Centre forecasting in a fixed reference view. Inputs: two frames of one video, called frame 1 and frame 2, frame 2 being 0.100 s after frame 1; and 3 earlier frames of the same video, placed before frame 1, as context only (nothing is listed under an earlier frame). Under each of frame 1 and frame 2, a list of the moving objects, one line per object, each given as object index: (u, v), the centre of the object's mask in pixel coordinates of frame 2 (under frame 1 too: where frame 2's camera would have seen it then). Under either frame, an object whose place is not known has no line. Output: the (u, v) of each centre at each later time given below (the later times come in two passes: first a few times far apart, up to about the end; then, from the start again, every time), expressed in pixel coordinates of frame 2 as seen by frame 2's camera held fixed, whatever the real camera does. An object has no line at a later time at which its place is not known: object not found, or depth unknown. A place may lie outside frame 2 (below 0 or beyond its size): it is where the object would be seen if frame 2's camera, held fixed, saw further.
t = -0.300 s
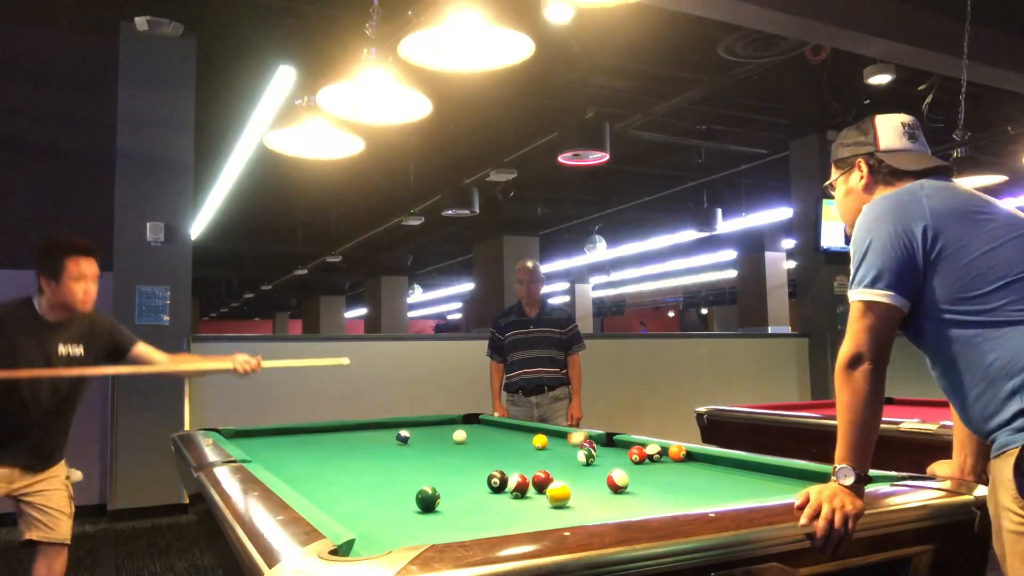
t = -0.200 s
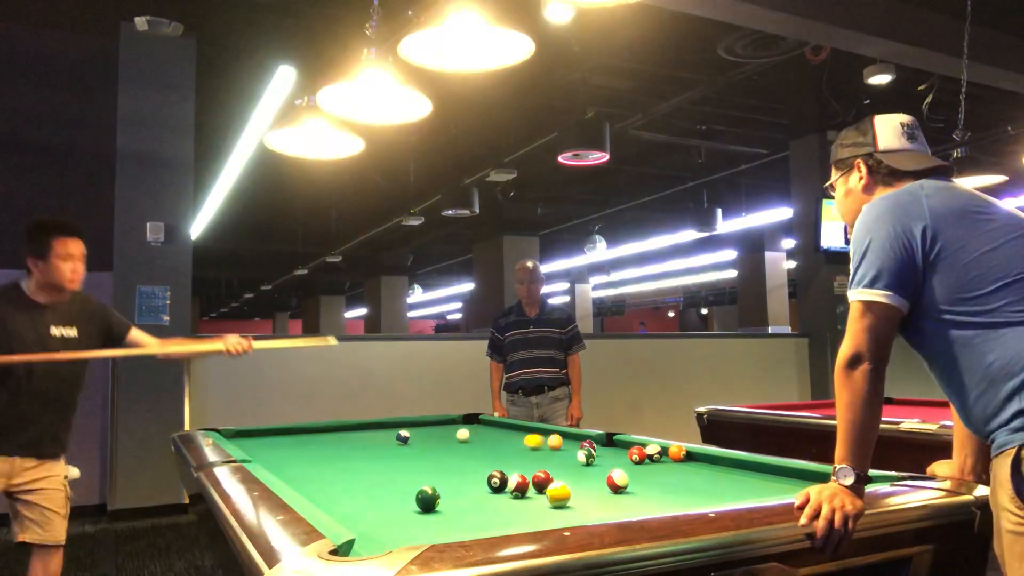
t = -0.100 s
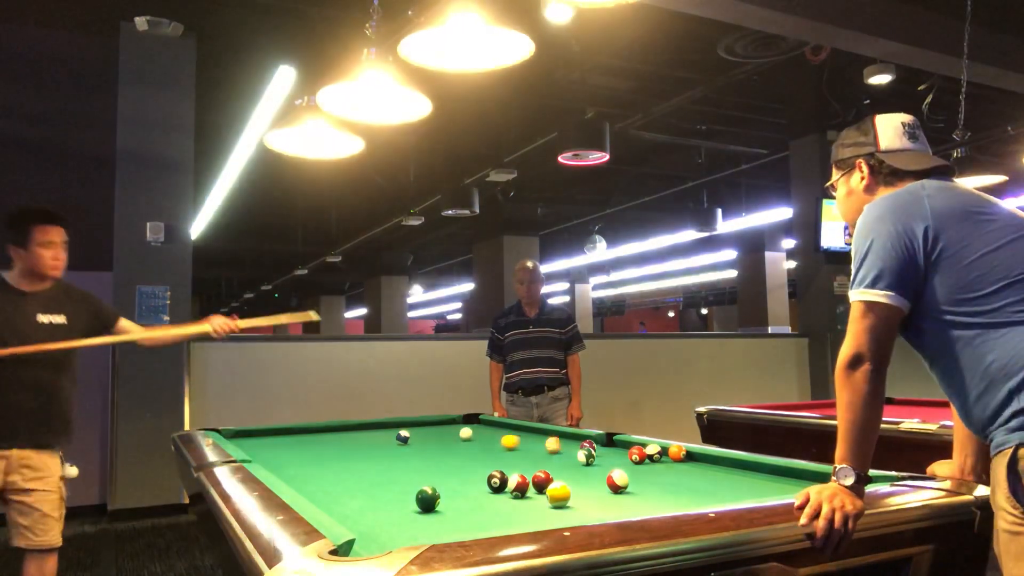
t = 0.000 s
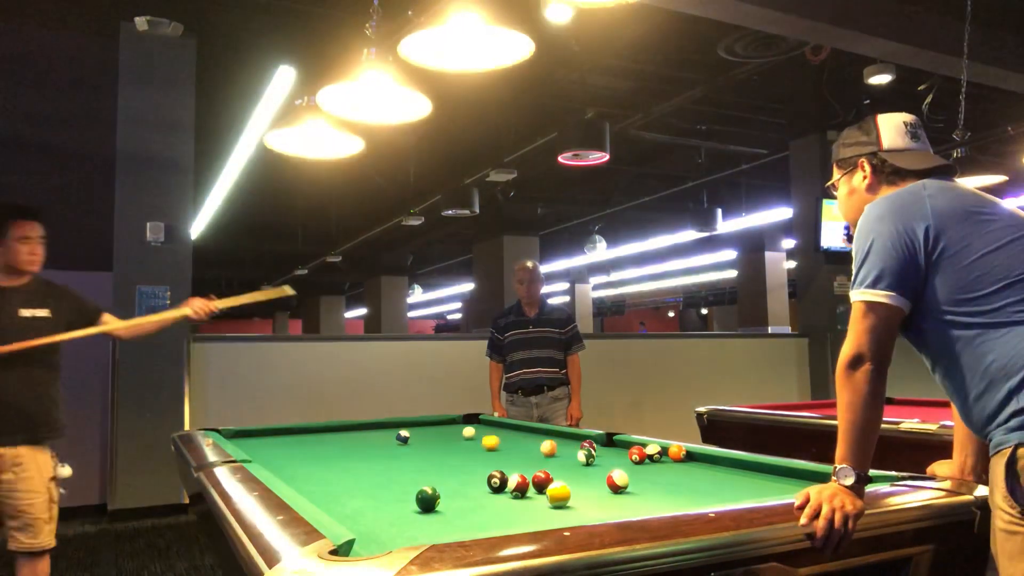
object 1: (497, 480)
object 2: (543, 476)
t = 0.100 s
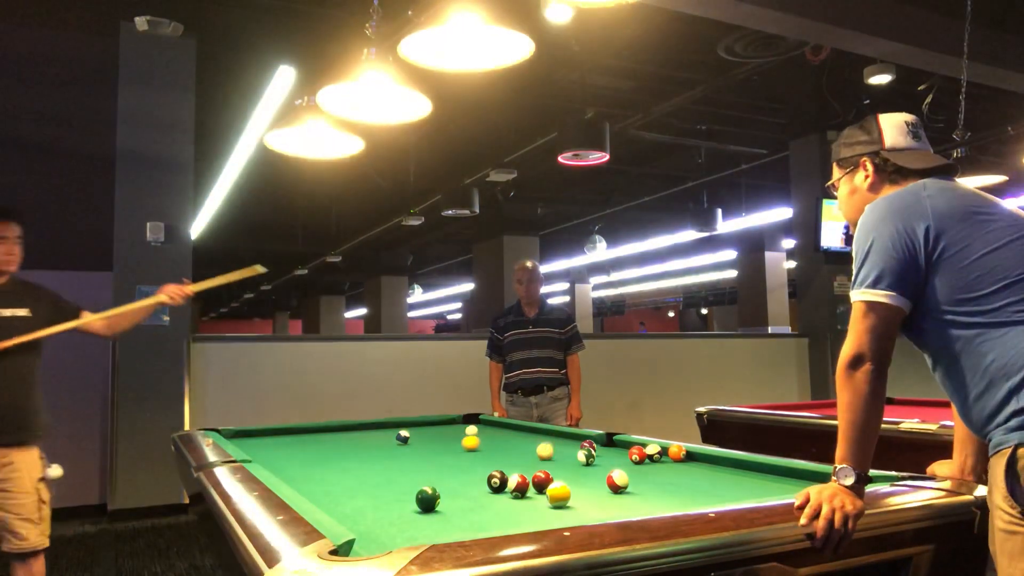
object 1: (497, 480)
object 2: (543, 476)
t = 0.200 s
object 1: (497, 480)
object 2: (543, 476)
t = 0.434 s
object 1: (497, 480)
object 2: (543, 476)
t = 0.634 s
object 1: (497, 480)
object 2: (543, 476)
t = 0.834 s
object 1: (489, 482)
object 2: (543, 476)
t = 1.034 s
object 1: (468, 488)
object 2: (553, 476)
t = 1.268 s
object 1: (445, 492)
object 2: (570, 480)
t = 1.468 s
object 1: (434, 493)
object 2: (580, 482)
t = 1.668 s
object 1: (425, 495)
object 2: (590, 483)
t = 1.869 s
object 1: (417, 496)
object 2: (598, 483)
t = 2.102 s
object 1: (412, 497)
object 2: (601, 483)
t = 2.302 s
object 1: (410, 497)
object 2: (603, 484)
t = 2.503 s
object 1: (410, 497)
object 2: (603, 484)
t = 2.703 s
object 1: (411, 497)
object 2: (603, 484)
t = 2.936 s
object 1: (411, 497)
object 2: (603, 484)
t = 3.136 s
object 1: (411, 497)
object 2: (603, 484)
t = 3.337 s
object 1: (411, 497)
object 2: (603, 484)
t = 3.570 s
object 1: (411, 497)
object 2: (603, 484)
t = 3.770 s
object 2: (603, 484)
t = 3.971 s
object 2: (603, 484)
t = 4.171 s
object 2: (603, 484)
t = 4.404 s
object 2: (603, 484)
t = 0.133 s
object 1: (497, 480)
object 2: (543, 476)
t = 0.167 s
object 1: (497, 480)
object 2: (543, 476)
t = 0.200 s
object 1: (497, 480)
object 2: (543, 476)
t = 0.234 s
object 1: (497, 480)
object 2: (543, 476)
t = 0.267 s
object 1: (497, 480)
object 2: (543, 476)
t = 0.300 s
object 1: (497, 480)
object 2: (543, 476)
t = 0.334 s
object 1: (497, 480)
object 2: (543, 476)
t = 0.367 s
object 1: (497, 480)
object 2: (543, 476)
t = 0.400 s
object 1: (497, 480)
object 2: (543, 476)
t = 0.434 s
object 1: (497, 480)
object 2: (543, 476)
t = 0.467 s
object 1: (497, 480)
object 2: (543, 476)
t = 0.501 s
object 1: (497, 480)
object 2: (543, 476)
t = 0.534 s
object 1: (497, 480)
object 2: (543, 476)
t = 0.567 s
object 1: (497, 480)
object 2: (543, 476)
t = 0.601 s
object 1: (497, 480)
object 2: (543, 476)
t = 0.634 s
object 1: (497, 480)
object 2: (543, 476)
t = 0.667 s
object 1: (497, 480)
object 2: (543, 476)
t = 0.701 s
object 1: (497, 480)
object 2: (543, 476)
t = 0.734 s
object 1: (497, 480)
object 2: (543, 476)
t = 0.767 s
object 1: (497, 480)
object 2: (543, 476)
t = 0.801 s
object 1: (493, 481)
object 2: (543, 476)
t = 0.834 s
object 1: (489, 482)
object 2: (543, 476)
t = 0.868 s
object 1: (486, 484)
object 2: (543, 476)
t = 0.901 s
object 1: (482, 484)
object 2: (544, 476)
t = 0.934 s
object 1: (479, 485)
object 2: (546, 476)
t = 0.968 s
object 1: (475, 486)
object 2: (548, 476)
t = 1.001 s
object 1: (472, 487)
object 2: (550, 476)
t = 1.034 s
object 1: (468, 488)
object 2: (553, 476)
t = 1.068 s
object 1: (464, 488)
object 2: (554, 478)
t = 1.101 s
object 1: (461, 489)
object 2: (557, 477)
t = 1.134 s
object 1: (457, 490)
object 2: (560, 478)
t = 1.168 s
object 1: (453, 491)
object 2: (563, 478)
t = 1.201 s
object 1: (450, 492)
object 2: (565, 479)
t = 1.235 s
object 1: (447, 492)
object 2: (568, 479)
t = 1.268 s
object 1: (445, 492)
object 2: (570, 480)
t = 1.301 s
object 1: (443, 492)
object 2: (572, 481)
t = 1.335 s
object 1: (441, 492)
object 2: (573, 481)
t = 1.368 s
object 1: (439, 493)
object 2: (575, 482)
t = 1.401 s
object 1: (437, 493)
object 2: (576, 482)
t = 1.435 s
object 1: (436, 493)
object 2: (578, 482)
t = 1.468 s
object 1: (434, 493)
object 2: (580, 482)
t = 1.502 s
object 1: (432, 493)
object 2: (582, 482)
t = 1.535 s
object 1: (431, 493)
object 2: (583, 482)
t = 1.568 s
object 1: (429, 494)
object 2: (585, 482)
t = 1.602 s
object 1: (427, 494)
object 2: (587, 482)
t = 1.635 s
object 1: (426, 494)
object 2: (589, 482)
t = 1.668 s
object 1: (425, 495)
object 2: (590, 483)
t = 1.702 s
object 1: (423, 495)
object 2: (592, 483)
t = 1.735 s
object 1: (422, 495)
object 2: (593, 483)
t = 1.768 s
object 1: (421, 495)
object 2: (595, 483)
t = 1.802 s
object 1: (420, 495)
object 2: (596, 483)
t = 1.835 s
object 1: (419, 496)
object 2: (597, 483)
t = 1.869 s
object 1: (417, 496)
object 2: (598, 483)
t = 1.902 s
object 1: (416, 496)
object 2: (599, 483)
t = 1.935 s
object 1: (415, 496)
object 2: (599, 483)
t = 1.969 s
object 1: (415, 497)
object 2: (600, 483)
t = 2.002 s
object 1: (414, 497)
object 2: (600, 483)
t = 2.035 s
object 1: (413, 497)
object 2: (601, 483)
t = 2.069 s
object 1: (412, 497)
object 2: (601, 483)
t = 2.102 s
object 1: (412, 497)
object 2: (601, 483)
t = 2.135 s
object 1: (411, 498)
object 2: (602, 483)
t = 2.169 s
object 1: (411, 497)
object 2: (602, 484)
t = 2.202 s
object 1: (410, 497)
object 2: (602, 484)
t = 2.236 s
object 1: (410, 497)
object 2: (602, 484)
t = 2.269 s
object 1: (410, 497)
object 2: (603, 484)
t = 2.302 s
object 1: (410, 497)
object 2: (603, 484)
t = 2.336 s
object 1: (410, 497)
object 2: (603, 484)
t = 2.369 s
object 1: (410, 497)
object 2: (603, 484)
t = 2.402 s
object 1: (410, 497)
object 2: (603, 484)
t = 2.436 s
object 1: (410, 497)
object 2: (603, 484)
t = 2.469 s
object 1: (410, 497)
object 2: (603, 484)
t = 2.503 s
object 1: (410, 497)
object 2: (603, 484)
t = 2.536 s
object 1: (411, 497)
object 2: (603, 484)
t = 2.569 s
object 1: (411, 497)
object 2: (603, 484)
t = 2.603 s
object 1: (411, 497)
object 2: (603, 484)
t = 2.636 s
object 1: (411, 497)
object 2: (603, 484)
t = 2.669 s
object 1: (411, 497)
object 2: (603, 484)
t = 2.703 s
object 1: (411, 497)
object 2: (603, 484)
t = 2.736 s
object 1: (411, 497)
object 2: (603, 484)
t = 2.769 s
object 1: (411, 497)
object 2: (603, 484)
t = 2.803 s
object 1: (411, 497)
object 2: (603, 484)
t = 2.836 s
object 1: (411, 497)
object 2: (603, 484)
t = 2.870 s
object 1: (411, 497)
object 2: (603, 484)
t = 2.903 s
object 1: (411, 497)
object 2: (603, 484)
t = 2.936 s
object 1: (411, 497)
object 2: (603, 484)
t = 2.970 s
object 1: (411, 497)
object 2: (603, 484)
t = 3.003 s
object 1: (411, 497)
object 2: (603, 484)
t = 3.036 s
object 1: (411, 497)
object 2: (603, 484)
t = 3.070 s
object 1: (411, 497)
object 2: (603, 484)
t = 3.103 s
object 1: (411, 497)
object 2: (603, 484)
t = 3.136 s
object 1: (411, 497)
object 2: (603, 484)
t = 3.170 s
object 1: (411, 497)
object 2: (603, 484)
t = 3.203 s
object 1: (411, 497)
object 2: (603, 484)
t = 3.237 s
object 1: (411, 497)
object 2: (603, 484)
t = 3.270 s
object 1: (411, 497)
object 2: (603, 484)
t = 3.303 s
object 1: (411, 497)
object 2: (603, 484)
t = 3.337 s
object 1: (411, 497)
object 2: (603, 484)
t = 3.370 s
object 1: (411, 497)
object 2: (603, 484)
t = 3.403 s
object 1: (411, 497)
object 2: (603, 484)
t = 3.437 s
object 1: (411, 497)
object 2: (603, 484)
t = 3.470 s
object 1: (411, 497)
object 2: (603, 484)
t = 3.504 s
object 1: (411, 497)
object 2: (603, 484)
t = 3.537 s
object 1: (411, 497)
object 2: (603, 484)
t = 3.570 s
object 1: (411, 497)
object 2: (603, 484)
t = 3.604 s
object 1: (411, 497)
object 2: (603, 484)
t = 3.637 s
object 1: (411, 497)
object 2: (603, 484)
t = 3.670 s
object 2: (603, 484)
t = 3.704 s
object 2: (603, 484)
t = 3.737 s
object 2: (603, 484)
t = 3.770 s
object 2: (603, 484)
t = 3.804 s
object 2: (603, 484)
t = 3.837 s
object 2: (603, 484)
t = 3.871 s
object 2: (603, 484)
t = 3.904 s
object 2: (603, 484)
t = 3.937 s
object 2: (603, 484)
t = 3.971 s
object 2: (603, 484)
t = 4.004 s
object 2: (603, 484)
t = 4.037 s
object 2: (603, 484)
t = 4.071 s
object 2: (603, 484)
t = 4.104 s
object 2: (603, 484)
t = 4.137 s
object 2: (603, 484)
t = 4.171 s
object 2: (603, 484)
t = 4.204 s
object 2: (603, 484)
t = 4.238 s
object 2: (603, 484)
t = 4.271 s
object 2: (603, 484)
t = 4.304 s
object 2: (603, 484)
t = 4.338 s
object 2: (603, 484)
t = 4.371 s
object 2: (603, 484)
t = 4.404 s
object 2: (603, 484)
